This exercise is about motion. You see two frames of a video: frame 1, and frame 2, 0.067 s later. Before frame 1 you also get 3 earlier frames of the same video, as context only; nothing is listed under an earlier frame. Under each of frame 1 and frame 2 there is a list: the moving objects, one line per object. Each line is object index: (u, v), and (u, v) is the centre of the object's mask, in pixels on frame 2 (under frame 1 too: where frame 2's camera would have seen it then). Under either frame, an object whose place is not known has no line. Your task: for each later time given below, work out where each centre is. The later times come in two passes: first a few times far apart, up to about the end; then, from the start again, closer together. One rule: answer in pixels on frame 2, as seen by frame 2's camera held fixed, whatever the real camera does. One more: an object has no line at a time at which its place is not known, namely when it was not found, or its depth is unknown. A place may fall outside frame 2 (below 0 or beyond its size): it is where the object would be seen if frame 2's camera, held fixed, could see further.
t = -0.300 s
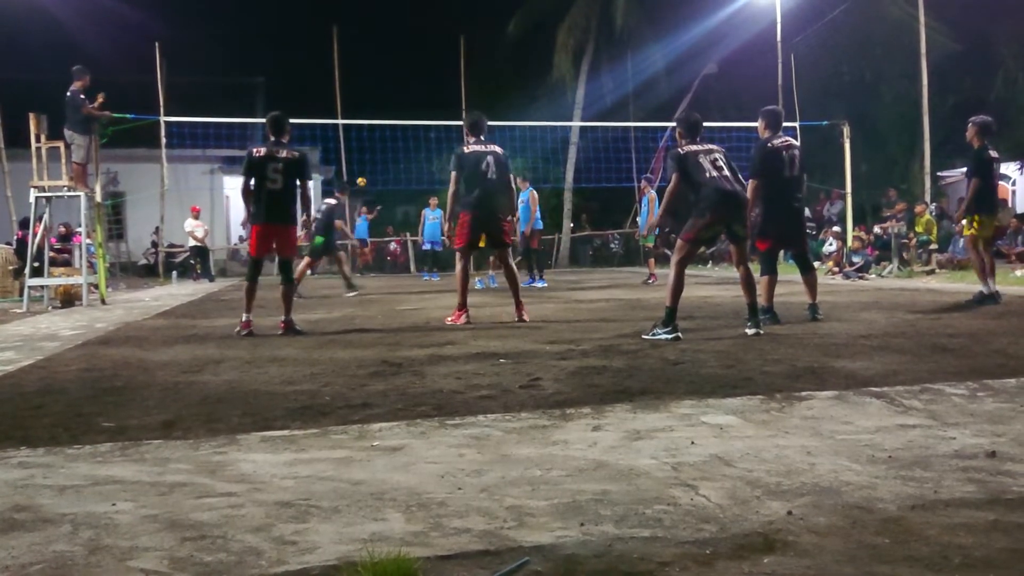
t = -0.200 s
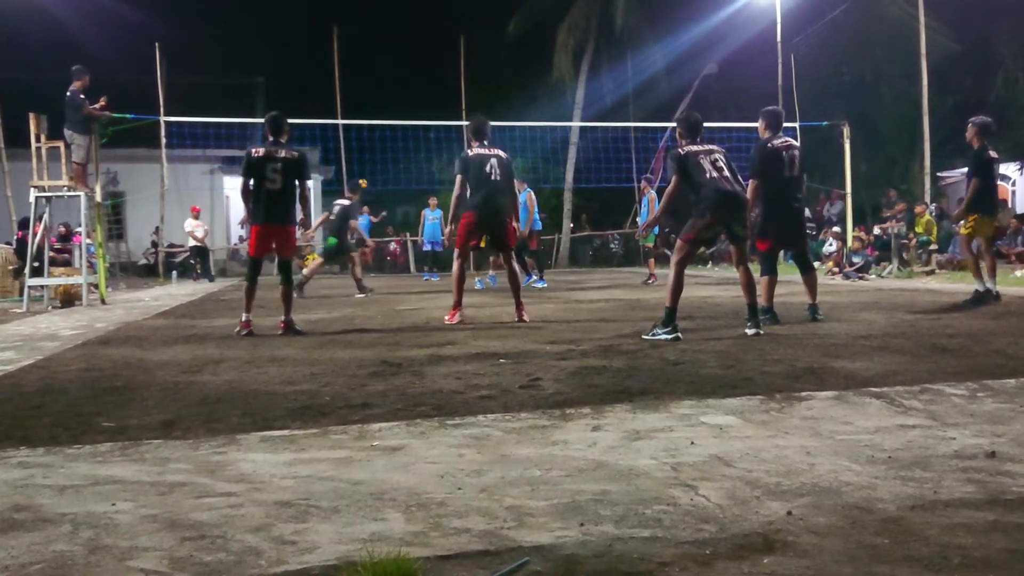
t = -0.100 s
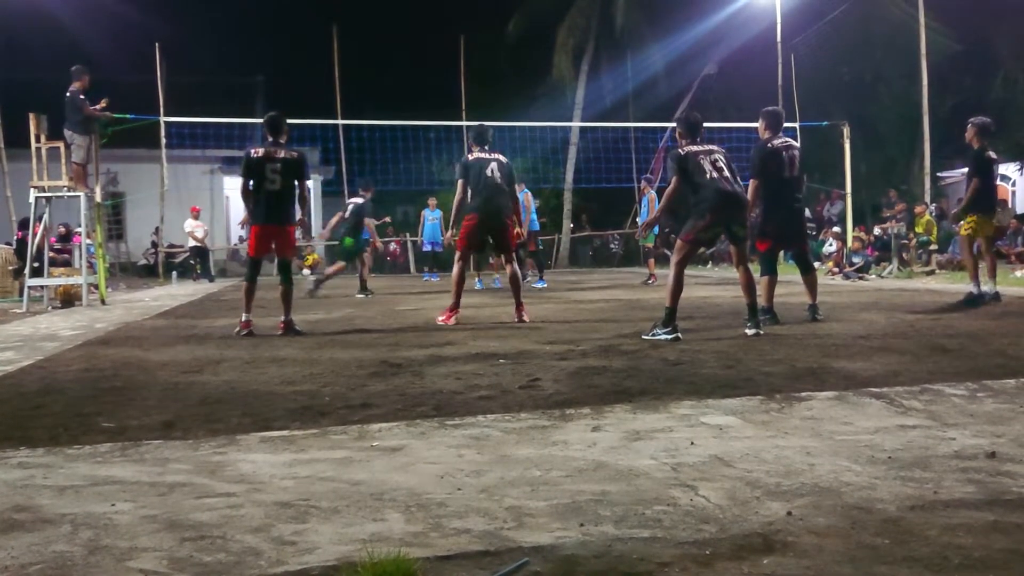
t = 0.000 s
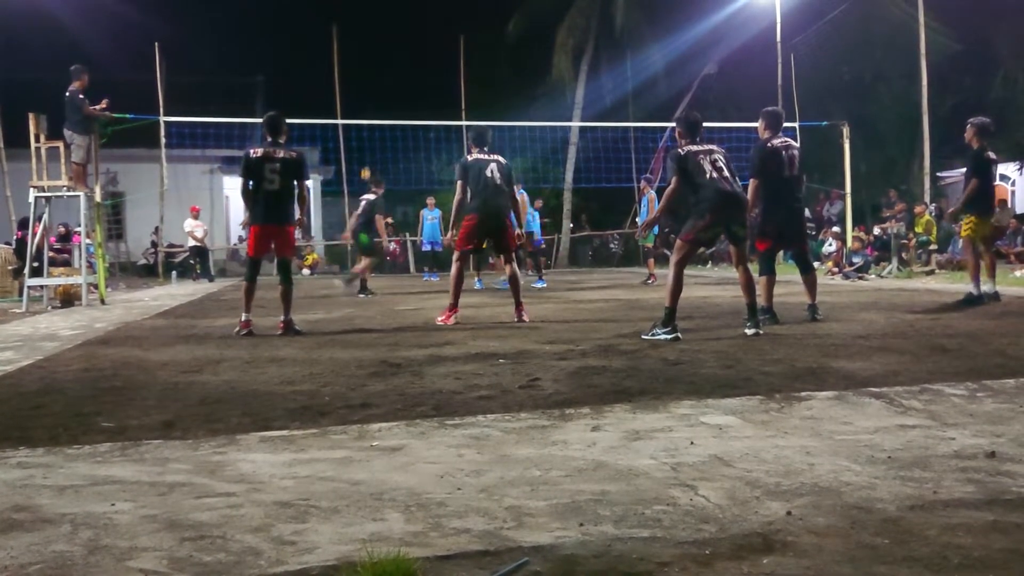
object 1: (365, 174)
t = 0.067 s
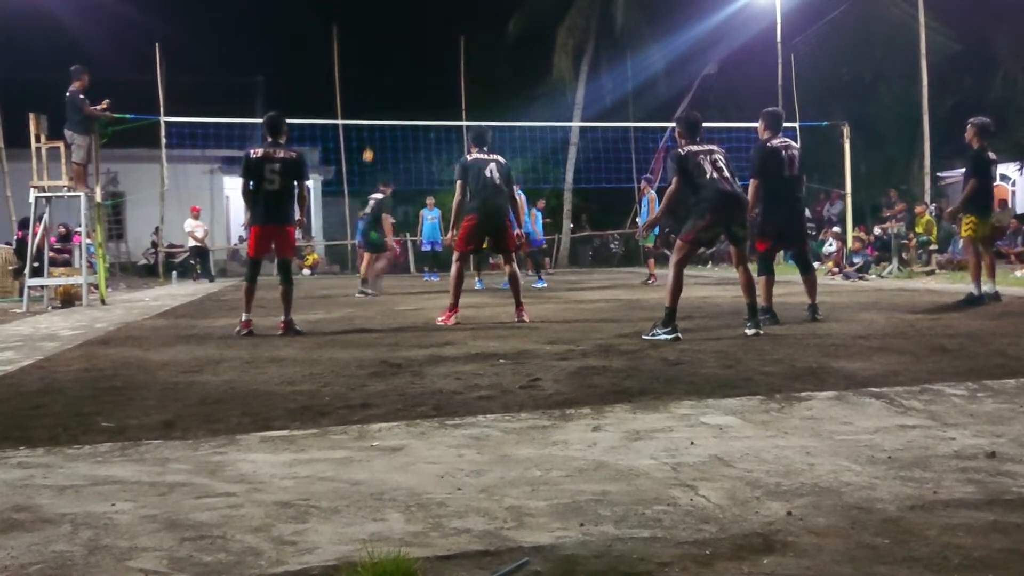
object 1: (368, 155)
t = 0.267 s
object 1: (374, 102)
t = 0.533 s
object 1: (386, 37)
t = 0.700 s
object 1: (395, 8)
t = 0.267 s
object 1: (374, 102)
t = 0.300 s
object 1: (375, 93)
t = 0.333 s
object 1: (376, 85)
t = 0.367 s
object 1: (378, 76)
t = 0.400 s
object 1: (379, 68)
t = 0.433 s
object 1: (381, 59)
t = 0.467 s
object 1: (383, 52)
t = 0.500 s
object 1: (384, 44)
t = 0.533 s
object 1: (386, 37)
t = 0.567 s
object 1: (387, 30)
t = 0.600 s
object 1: (389, 24)
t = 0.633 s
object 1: (391, 18)
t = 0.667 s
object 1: (393, 12)
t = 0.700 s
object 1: (395, 8)
